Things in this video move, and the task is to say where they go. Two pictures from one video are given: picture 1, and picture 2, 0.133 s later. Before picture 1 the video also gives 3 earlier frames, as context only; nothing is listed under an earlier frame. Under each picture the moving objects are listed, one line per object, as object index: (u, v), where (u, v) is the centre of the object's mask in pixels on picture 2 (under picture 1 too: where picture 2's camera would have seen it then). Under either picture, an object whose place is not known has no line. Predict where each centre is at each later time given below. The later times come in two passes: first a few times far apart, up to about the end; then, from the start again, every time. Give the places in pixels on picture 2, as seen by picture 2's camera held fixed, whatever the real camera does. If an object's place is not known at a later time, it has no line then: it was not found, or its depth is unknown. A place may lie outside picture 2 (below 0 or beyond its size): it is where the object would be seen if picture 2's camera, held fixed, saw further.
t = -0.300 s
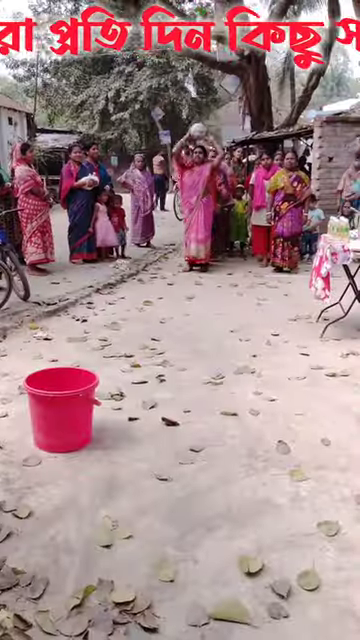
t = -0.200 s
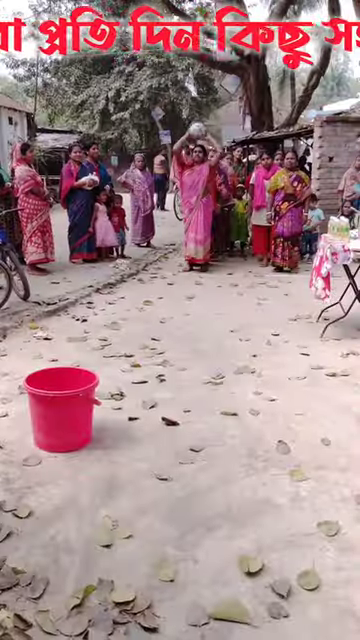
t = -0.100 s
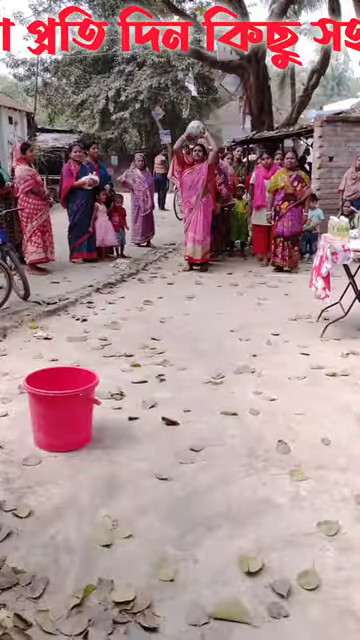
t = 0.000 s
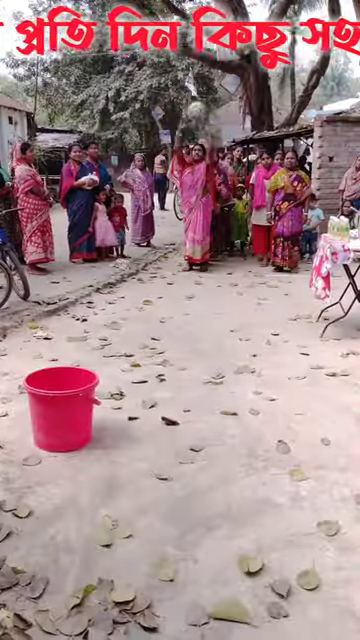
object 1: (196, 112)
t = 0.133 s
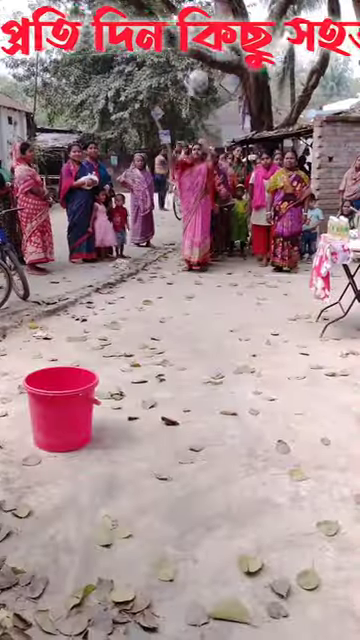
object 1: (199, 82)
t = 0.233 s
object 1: (199, 78)
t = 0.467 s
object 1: (204, 100)
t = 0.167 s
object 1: (200, 80)
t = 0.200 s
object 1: (200, 78)
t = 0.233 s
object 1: (199, 78)
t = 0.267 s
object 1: (200, 77)
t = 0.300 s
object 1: (200, 77)
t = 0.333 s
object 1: (201, 78)
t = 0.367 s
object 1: (202, 80)
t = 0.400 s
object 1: (201, 84)
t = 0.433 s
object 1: (201, 90)
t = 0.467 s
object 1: (204, 100)
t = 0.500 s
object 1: (204, 100)
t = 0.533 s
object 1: (206, 122)
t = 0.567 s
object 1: (206, 130)
